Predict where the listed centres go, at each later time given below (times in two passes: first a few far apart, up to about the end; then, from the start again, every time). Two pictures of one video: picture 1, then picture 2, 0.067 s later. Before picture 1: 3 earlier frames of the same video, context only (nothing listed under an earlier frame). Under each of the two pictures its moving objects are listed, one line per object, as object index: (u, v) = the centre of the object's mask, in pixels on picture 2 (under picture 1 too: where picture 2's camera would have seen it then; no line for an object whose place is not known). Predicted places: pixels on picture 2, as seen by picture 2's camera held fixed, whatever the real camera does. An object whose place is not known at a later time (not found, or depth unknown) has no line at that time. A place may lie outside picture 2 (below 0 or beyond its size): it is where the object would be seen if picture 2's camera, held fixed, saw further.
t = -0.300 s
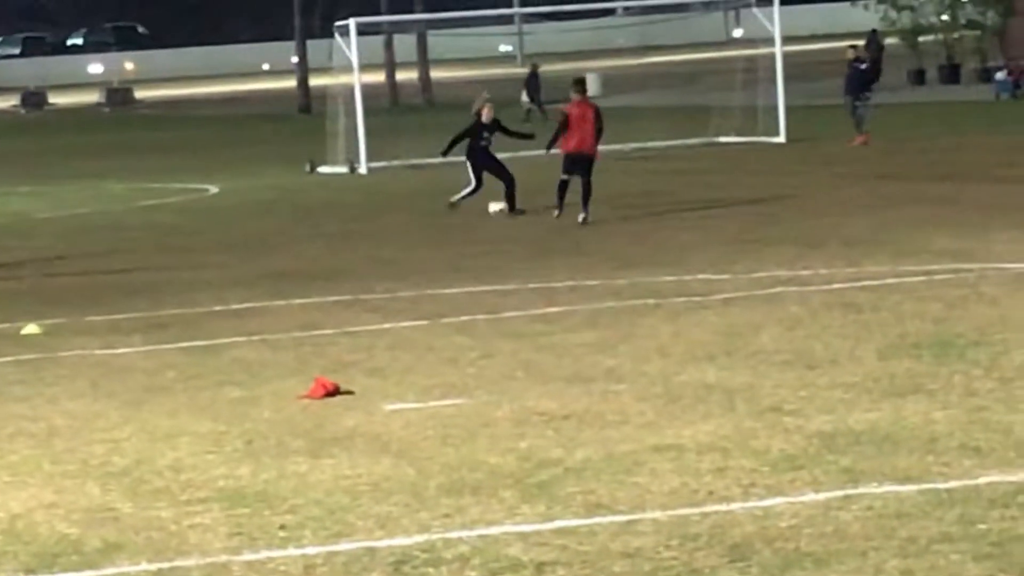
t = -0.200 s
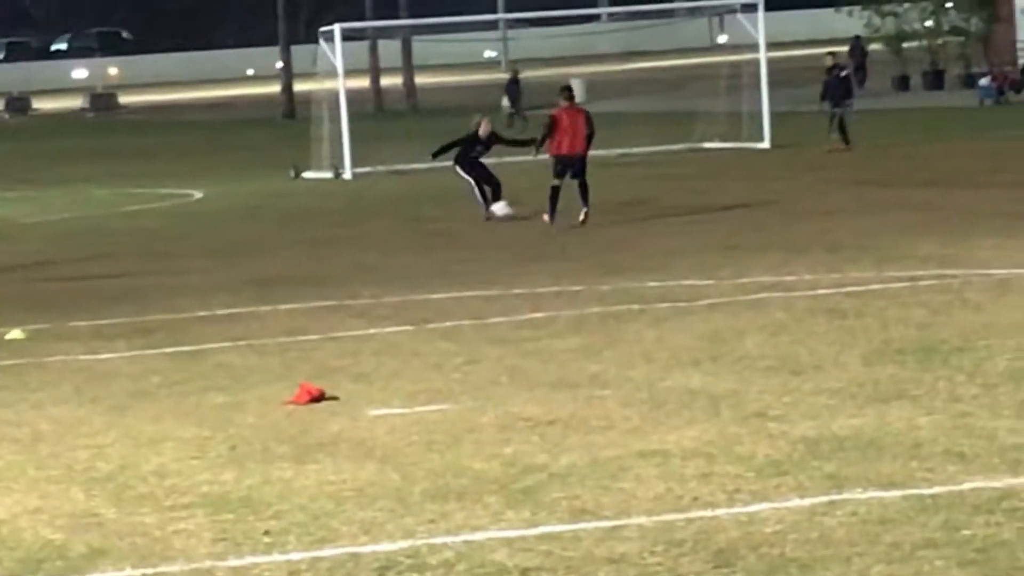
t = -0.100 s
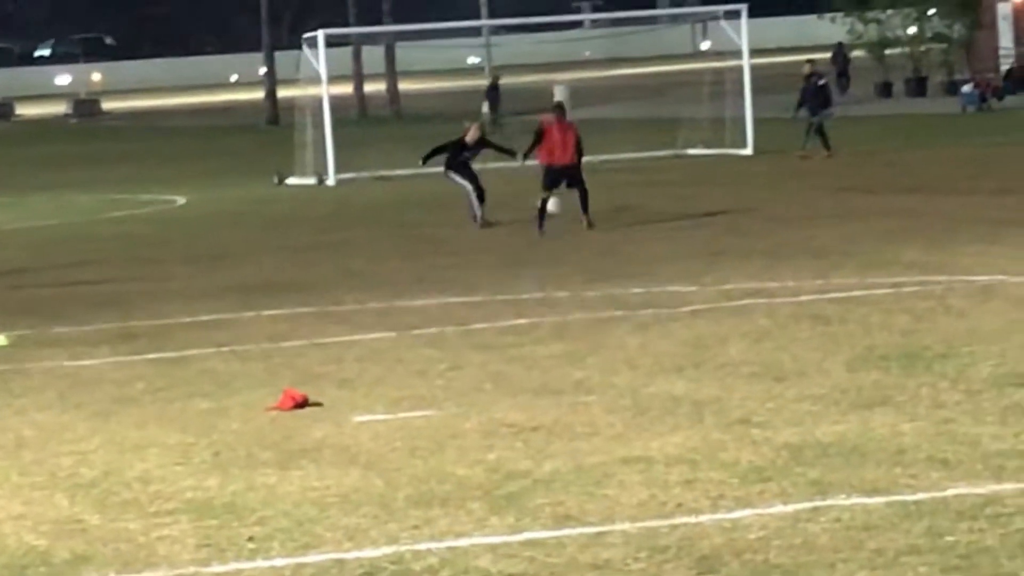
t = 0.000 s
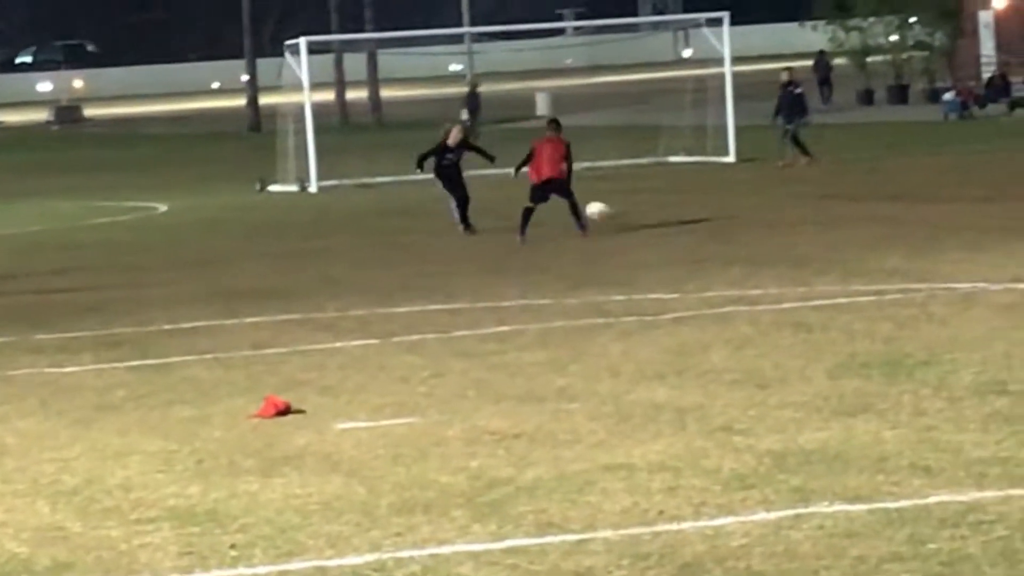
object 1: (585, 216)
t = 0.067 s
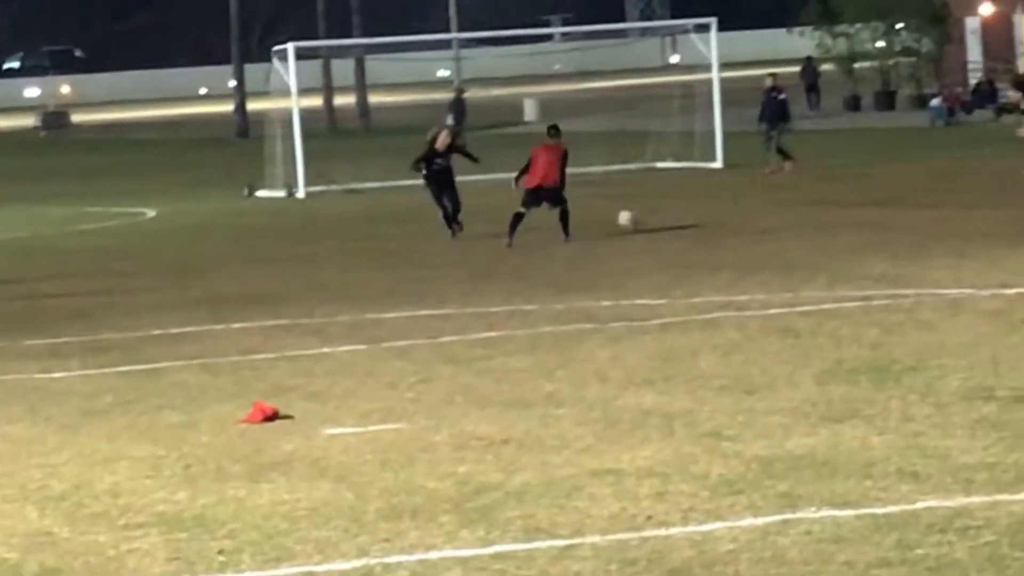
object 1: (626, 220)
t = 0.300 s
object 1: (756, 214)
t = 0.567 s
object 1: (867, 208)
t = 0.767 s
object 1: (947, 205)
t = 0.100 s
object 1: (648, 222)
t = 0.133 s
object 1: (668, 219)
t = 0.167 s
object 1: (685, 217)
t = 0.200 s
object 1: (705, 217)
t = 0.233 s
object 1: (723, 216)
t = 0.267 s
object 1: (741, 217)
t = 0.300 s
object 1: (756, 214)
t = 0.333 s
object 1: (768, 212)
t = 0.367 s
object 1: (784, 212)
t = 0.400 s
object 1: (799, 210)
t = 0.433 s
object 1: (815, 212)
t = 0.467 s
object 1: (829, 213)
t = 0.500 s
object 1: (841, 212)
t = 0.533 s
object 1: (855, 211)
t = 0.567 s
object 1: (867, 208)
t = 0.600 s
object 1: (881, 208)
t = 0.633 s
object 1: (894, 210)
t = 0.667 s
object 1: (906, 210)
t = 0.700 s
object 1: (920, 209)
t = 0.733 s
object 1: (932, 205)
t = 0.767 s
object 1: (947, 205)
